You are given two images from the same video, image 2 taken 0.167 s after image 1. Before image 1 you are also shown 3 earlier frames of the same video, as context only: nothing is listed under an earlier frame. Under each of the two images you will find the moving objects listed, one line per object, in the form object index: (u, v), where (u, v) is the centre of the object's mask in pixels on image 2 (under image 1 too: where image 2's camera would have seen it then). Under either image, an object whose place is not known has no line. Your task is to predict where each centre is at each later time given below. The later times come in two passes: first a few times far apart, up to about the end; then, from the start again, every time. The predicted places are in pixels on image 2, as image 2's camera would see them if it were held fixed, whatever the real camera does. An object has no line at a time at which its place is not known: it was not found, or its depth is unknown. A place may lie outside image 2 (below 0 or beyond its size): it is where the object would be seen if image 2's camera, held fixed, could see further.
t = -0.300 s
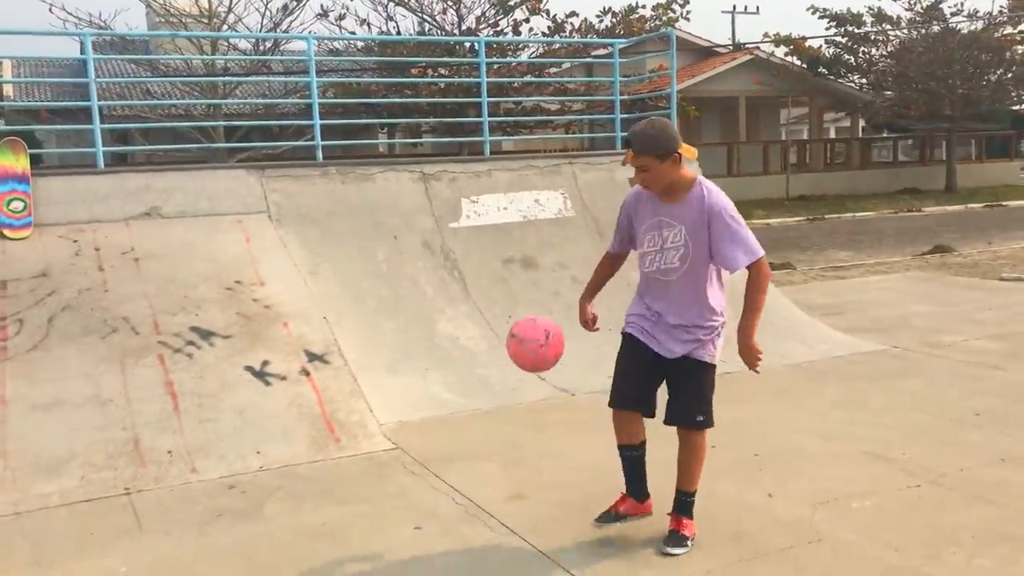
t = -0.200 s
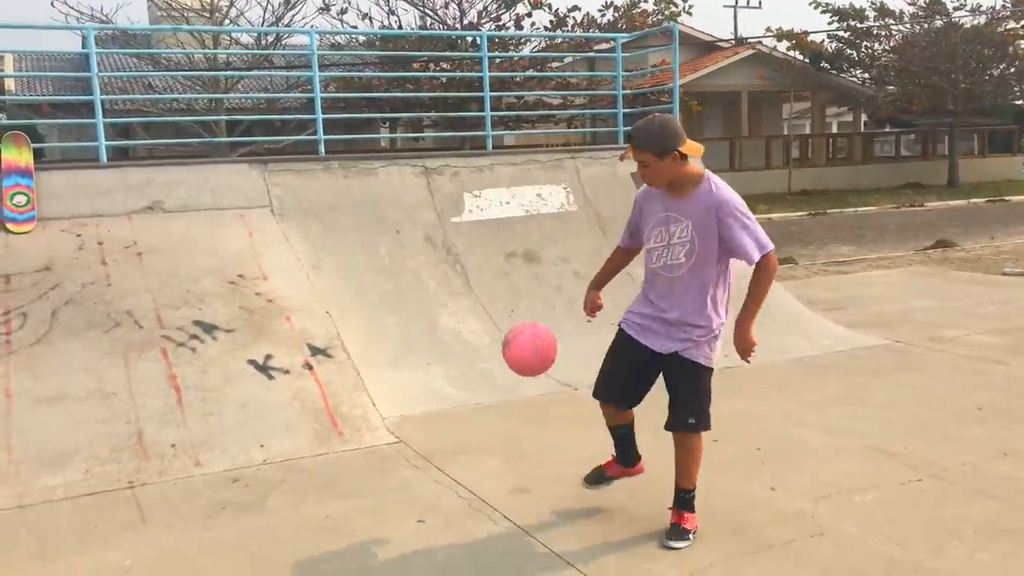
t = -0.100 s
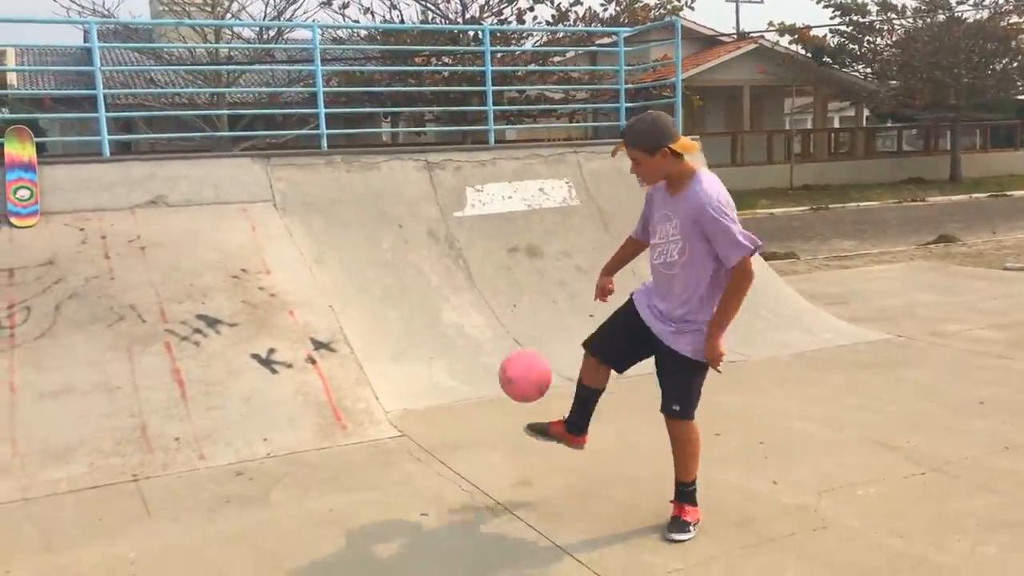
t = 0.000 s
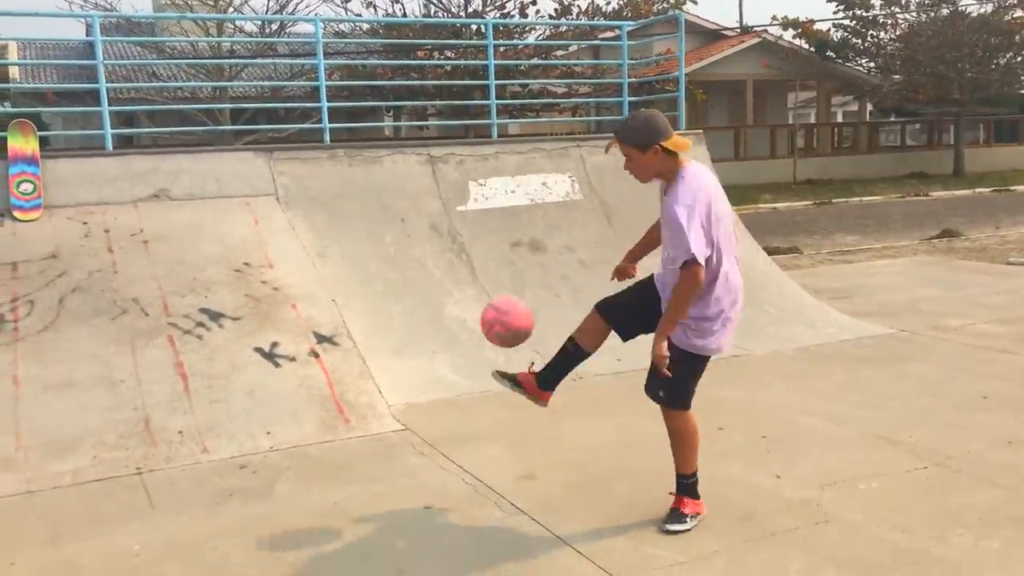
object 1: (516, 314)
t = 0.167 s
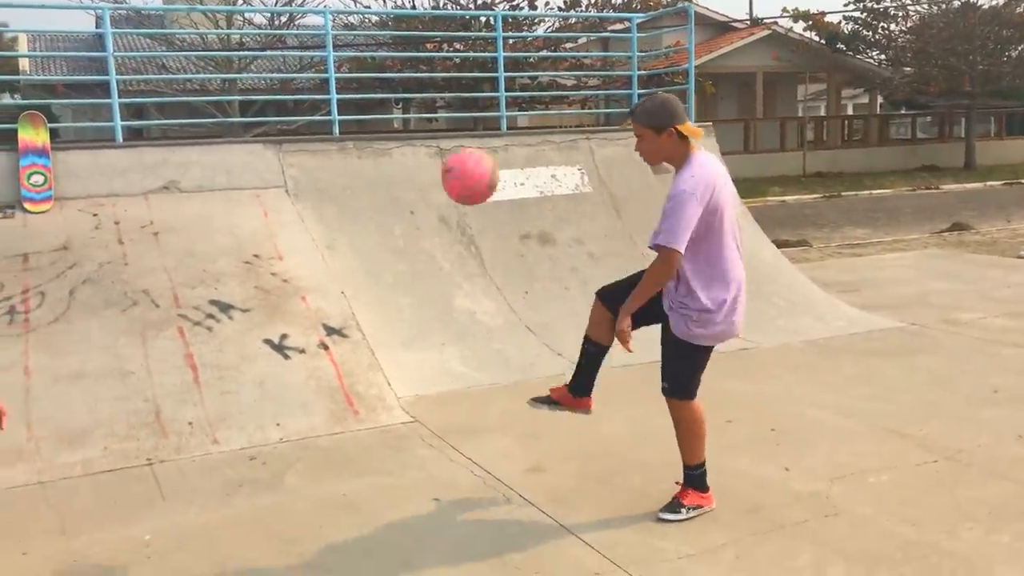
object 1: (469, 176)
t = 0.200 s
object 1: (459, 155)
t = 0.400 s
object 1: (398, 82)
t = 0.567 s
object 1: (348, 103)
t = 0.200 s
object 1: (459, 155)
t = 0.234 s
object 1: (450, 136)
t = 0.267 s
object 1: (440, 120)
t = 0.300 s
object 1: (430, 106)
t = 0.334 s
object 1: (419, 96)
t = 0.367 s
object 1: (409, 87)
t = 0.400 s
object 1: (398, 82)
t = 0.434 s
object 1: (388, 80)
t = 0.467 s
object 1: (378, 81)
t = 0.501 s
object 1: (368, 85)
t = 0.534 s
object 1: (357, 92)
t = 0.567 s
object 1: (348, 103)
